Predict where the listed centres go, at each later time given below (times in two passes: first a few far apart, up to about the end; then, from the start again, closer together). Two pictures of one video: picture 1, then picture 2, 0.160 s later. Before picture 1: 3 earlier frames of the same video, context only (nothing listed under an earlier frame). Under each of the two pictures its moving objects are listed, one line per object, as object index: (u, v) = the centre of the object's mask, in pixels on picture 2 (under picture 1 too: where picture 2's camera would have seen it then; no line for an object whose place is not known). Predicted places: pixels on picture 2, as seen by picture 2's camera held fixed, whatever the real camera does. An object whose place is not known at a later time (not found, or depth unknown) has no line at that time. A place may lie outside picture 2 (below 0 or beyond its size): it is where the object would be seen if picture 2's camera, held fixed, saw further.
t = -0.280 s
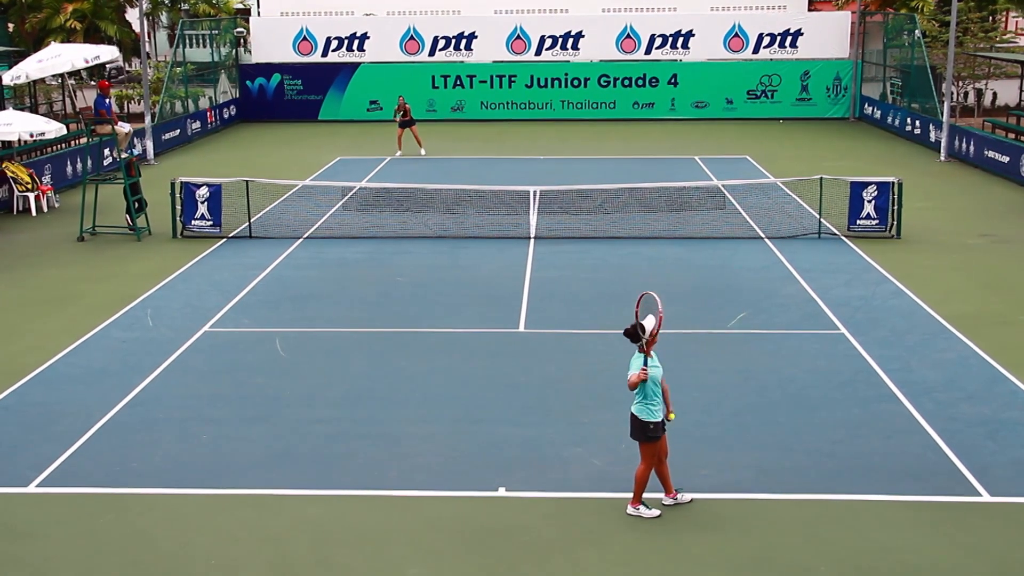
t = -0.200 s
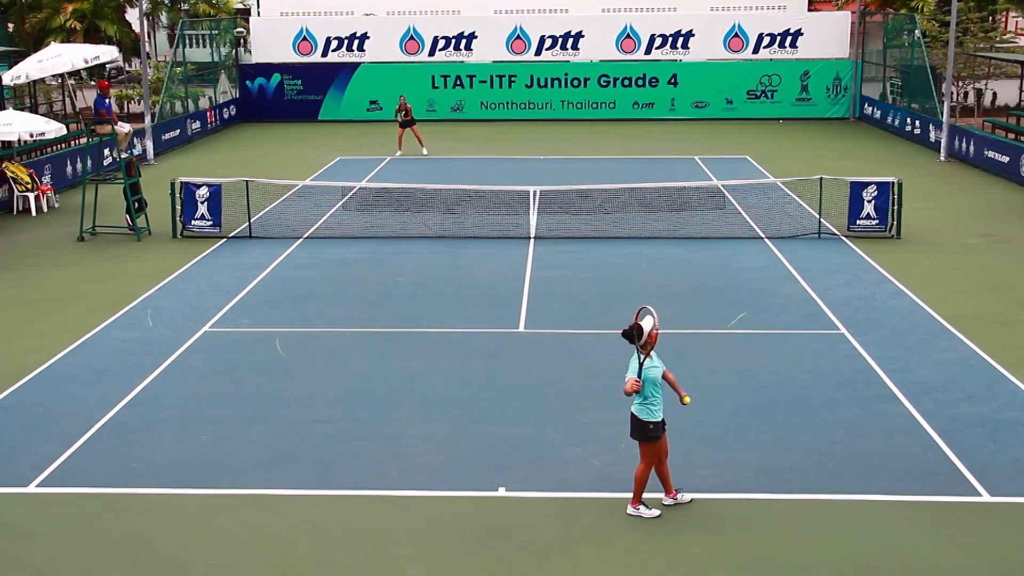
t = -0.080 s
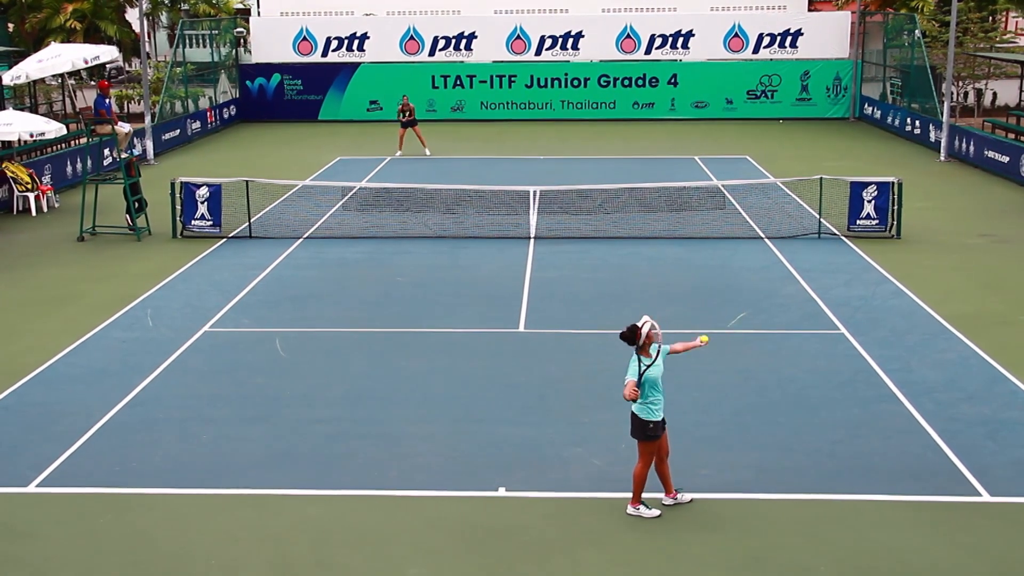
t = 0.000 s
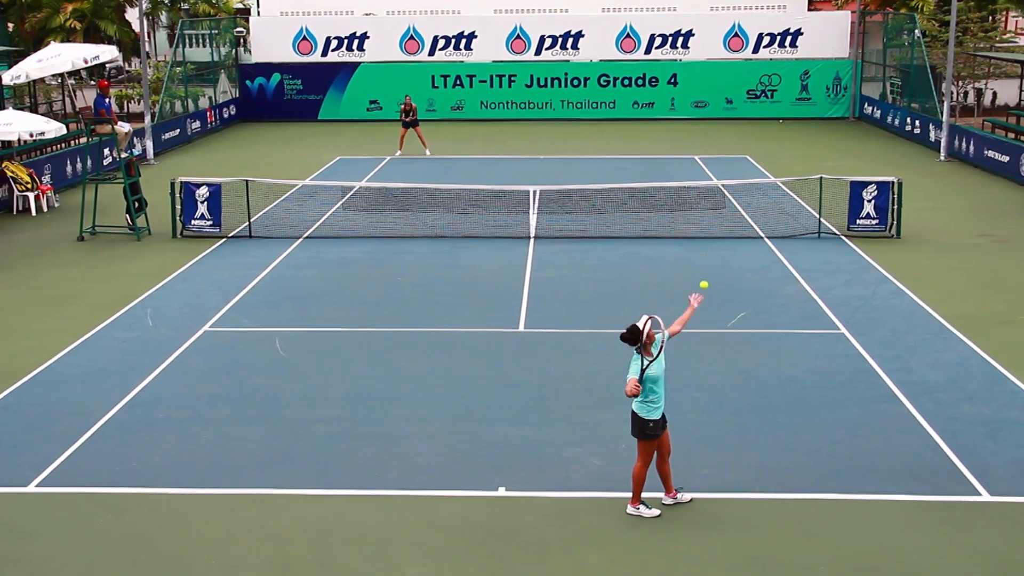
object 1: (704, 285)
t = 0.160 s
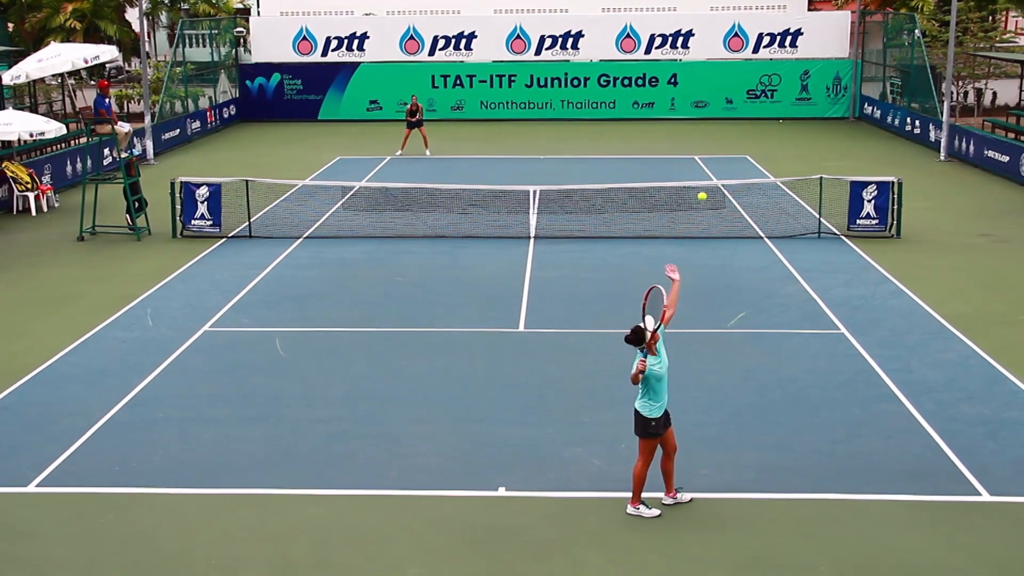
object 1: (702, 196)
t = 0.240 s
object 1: (701, 163)
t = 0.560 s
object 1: (695, 103)
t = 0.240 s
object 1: (701, 163)
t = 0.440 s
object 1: (698, 111)
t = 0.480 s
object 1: (697, 107)
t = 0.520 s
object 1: (696, 104)
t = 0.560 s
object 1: (695, 103)
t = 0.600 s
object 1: (694, 104)
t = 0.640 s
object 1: (693, 107)
